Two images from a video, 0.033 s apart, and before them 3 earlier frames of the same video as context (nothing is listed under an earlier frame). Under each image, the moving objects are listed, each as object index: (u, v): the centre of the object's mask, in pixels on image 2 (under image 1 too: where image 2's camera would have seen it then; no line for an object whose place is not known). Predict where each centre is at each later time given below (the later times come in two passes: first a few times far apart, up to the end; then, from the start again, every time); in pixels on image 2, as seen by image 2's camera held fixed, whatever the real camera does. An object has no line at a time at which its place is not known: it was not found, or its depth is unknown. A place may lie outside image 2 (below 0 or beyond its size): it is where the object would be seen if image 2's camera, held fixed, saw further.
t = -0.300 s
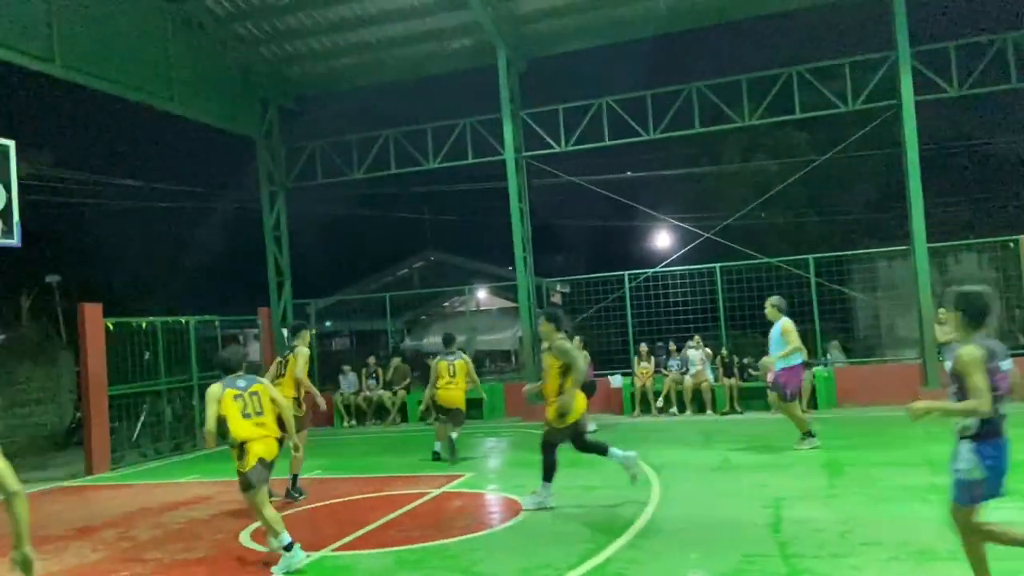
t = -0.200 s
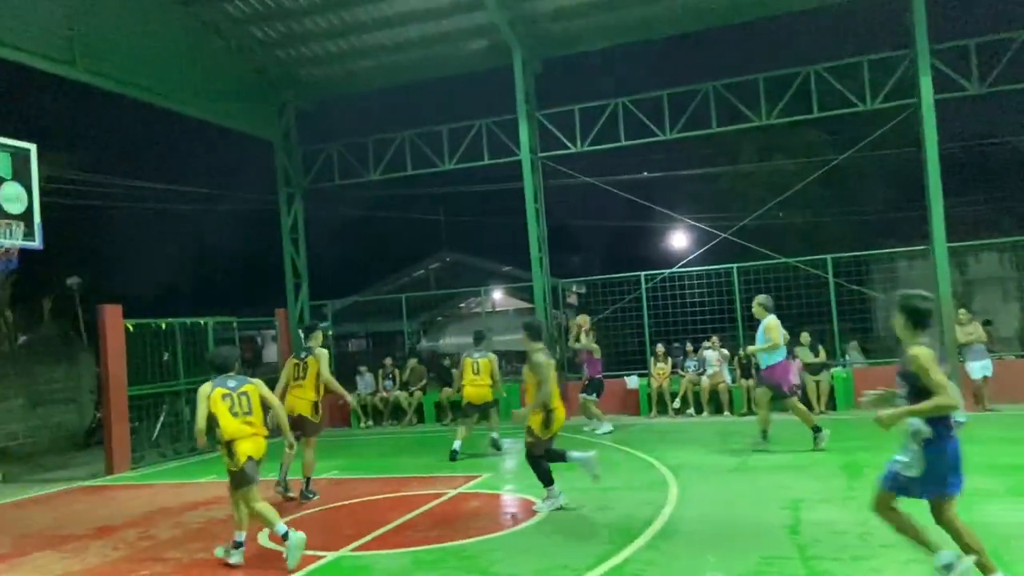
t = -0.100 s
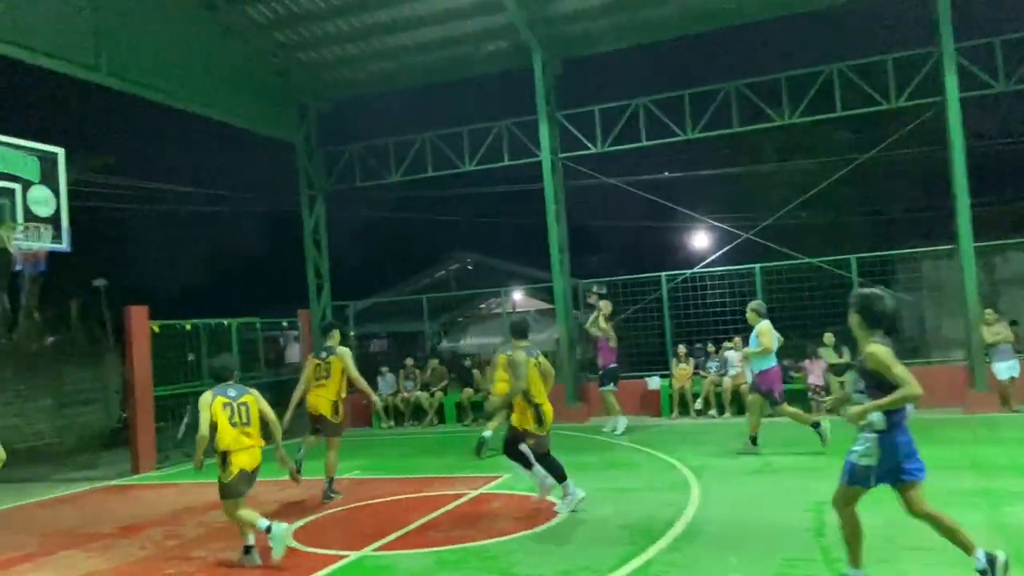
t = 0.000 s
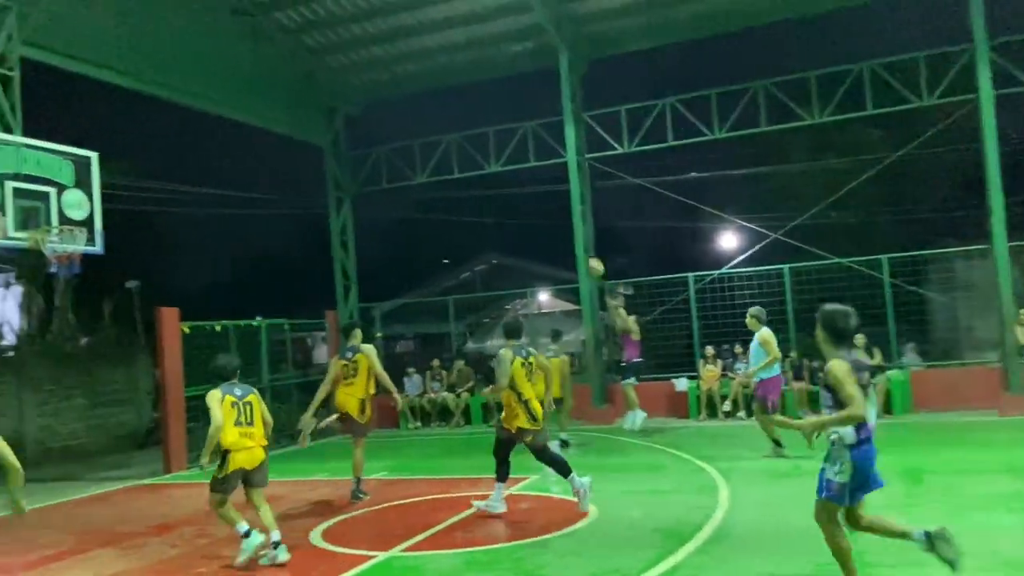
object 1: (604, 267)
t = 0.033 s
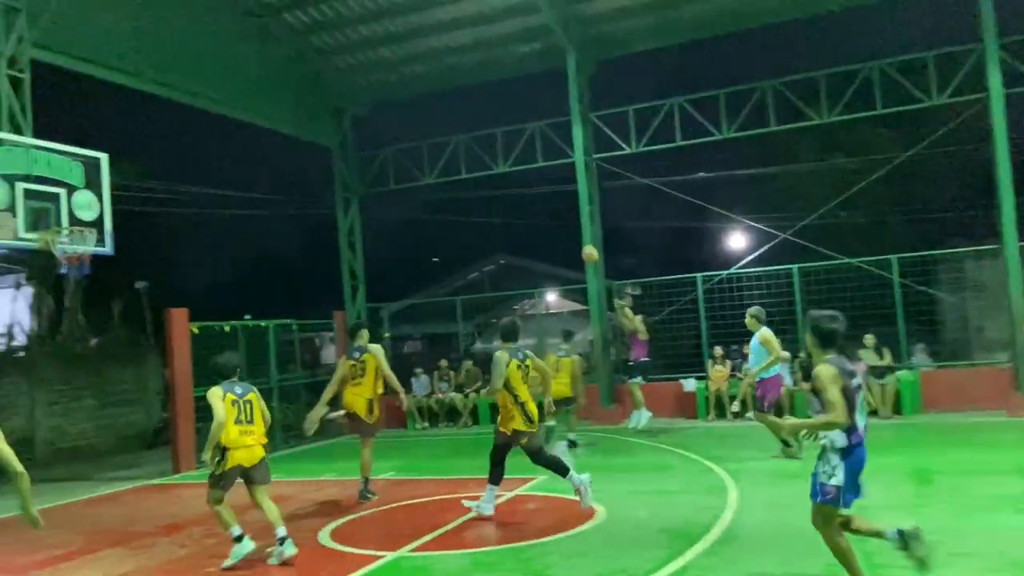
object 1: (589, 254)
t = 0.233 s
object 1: (506, 186)
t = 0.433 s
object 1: (420, 142)
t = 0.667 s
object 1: (314, 126)
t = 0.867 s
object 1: (217, 145)
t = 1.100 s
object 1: (96, 213)
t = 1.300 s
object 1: (91, 183)
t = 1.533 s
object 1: (135, 162)
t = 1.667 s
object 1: (163, 170)
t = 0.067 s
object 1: (575, 241)
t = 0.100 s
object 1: (562, 228)
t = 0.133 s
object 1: (548, 217)
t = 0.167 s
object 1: (534, 205)
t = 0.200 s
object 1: (520, 195)
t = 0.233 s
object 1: (506, 186)
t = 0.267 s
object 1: (492, 177)
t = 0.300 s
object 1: (478, 168)
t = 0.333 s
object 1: (464, 160)
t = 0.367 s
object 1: (449, 154)
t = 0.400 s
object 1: (435, 148)
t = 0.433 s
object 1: (420, 142)
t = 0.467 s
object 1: (405, 138)
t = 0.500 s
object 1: (391, 134)
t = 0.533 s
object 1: (375, 131)
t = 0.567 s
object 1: (361, 128)
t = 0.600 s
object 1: (346, 127)
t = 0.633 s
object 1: (330, 126)
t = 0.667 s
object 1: (314, 126)
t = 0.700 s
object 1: (299, 127)
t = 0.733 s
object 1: (283, 129)
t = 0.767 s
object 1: (266, 132)
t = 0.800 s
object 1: (250, 135)
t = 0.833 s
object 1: (234, 139)
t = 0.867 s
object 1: (217, 145)
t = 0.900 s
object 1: (200, 152)
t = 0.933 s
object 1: (183, 159)
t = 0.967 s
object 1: (166, 167)
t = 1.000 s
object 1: (149, 176)
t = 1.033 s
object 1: (131, 187)
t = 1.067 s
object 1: (115, 199)
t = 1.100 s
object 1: (96, 213)
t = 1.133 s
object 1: (78, 222)
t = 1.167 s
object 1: (68, 217)
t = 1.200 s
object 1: (71, 209)
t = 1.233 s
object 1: (76, 199)
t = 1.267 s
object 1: (84, 190)
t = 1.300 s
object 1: (91, 183)
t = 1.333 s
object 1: (94, 179)
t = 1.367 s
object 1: (102, 172)
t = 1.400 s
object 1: (109, 169)
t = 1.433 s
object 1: (116, 166)
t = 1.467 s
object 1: (121, 164)
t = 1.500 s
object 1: (127, 162)
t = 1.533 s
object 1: (135, 162)
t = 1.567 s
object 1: (142, 162)
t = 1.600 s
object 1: (148, 164)
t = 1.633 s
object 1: (156, 166)
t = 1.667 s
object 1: (163, 170)
